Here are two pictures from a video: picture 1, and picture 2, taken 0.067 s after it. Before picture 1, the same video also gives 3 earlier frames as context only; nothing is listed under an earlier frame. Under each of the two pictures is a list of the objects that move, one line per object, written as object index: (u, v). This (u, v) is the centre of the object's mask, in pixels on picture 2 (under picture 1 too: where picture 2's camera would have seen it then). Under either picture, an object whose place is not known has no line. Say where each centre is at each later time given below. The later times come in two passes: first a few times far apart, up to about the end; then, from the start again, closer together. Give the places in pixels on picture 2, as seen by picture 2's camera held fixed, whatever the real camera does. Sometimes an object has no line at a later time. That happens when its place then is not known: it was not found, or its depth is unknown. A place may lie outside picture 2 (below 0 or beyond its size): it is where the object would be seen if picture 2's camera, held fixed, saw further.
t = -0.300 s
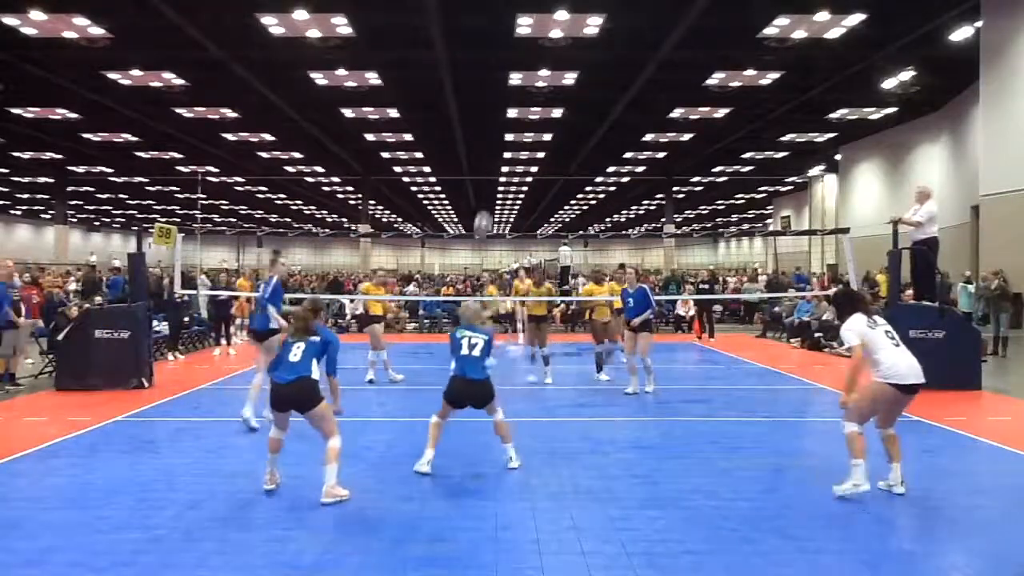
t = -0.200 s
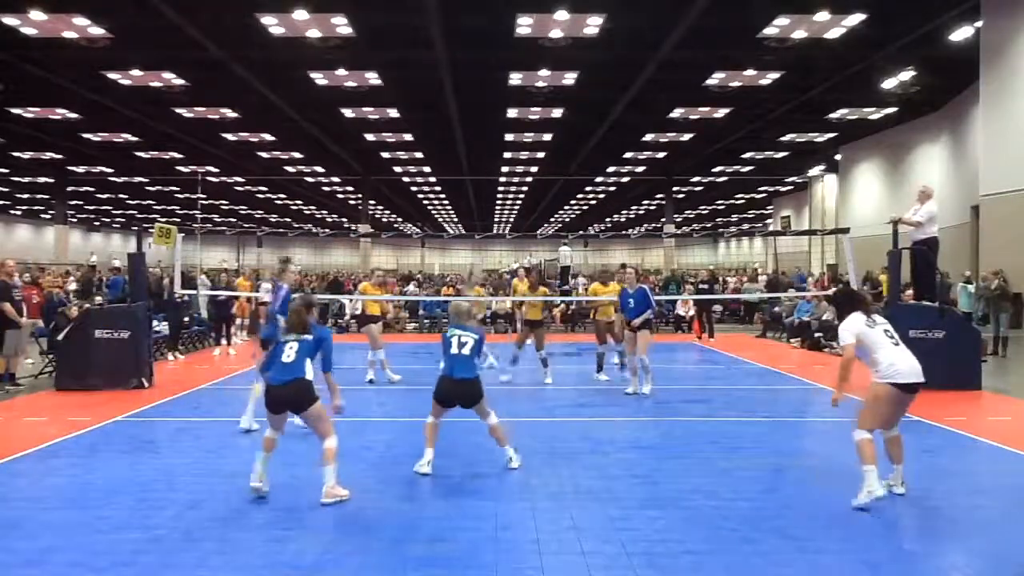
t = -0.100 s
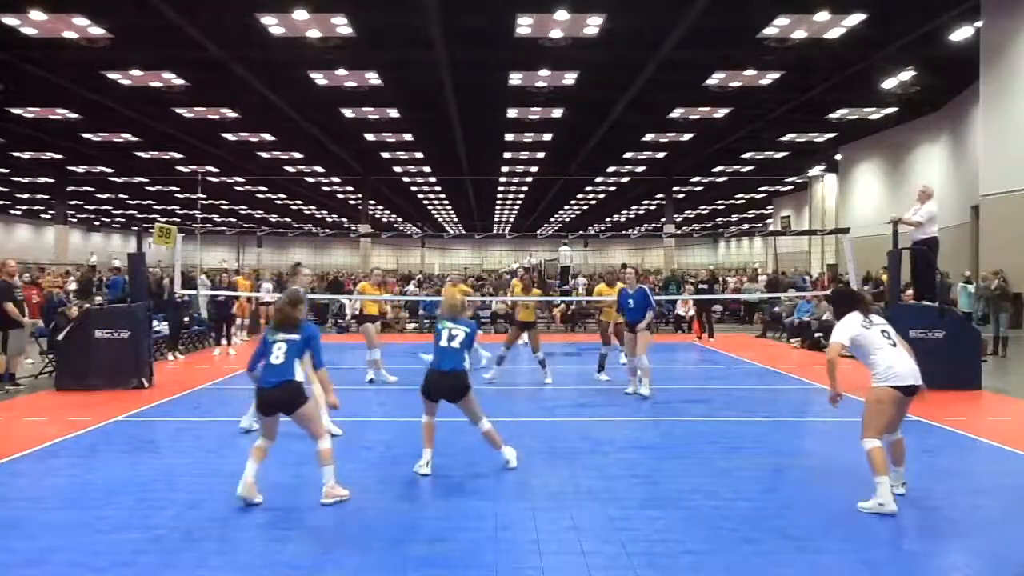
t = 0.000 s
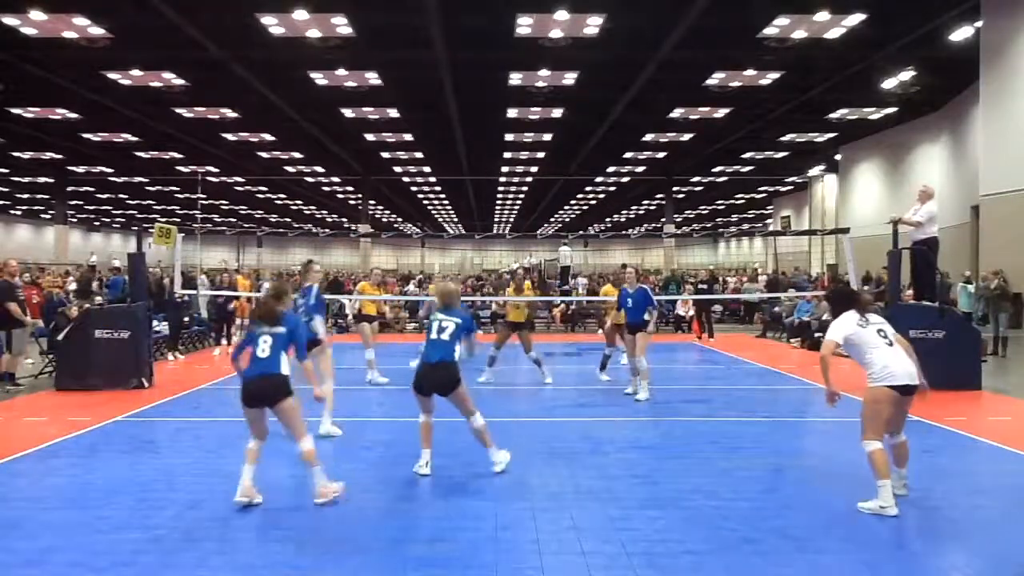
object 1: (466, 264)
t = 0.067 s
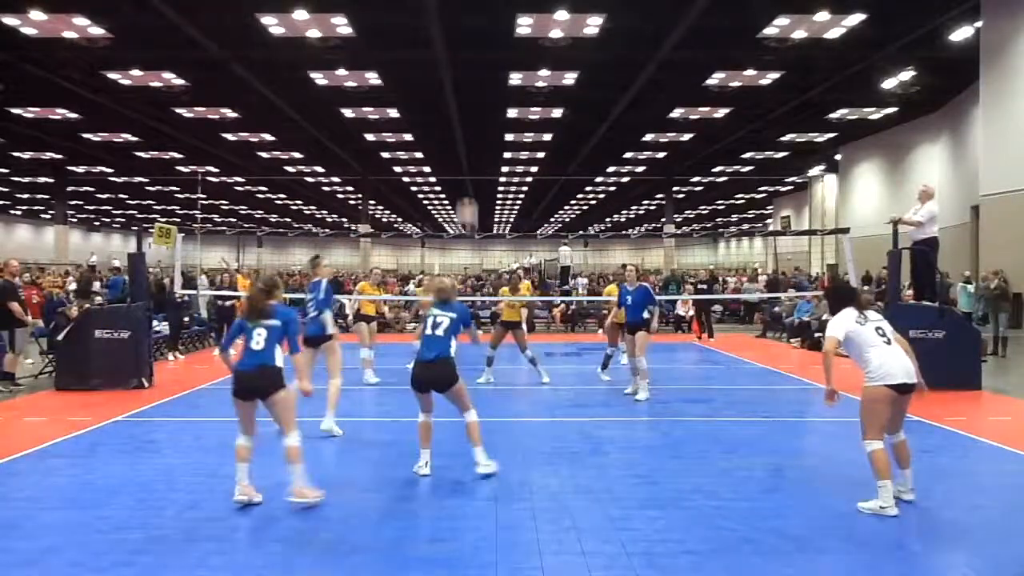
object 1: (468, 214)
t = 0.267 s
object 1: (473, 110)
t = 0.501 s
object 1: (479, 48)
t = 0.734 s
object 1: (485, 41)
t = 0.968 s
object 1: (492, 84)
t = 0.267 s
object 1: (473, 110)
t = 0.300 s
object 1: (473, 99)
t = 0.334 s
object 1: (474, 87)
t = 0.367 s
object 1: (475, 76)
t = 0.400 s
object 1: (476, 67)
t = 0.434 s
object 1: (477, 60)
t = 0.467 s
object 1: (478, 54)
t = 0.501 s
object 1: (479, 48)
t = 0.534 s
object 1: (480, 45)
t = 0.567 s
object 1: (481, 40)
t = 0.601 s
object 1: (482, 39)
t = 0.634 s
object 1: (482, 38)
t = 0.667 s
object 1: (483, 38)
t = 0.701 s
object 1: (485, 39)
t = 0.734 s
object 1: (485, 41)
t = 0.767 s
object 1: (486, 45)
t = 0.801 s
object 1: (487, 49)
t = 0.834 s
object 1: (488, 54)
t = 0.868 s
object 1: (489, 61)
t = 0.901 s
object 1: (490, 68)
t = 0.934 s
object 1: (491, 75)
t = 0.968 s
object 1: (492, 84)
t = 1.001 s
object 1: (493, 94)
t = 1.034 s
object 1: (493, 105)
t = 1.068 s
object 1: (494, 116)
